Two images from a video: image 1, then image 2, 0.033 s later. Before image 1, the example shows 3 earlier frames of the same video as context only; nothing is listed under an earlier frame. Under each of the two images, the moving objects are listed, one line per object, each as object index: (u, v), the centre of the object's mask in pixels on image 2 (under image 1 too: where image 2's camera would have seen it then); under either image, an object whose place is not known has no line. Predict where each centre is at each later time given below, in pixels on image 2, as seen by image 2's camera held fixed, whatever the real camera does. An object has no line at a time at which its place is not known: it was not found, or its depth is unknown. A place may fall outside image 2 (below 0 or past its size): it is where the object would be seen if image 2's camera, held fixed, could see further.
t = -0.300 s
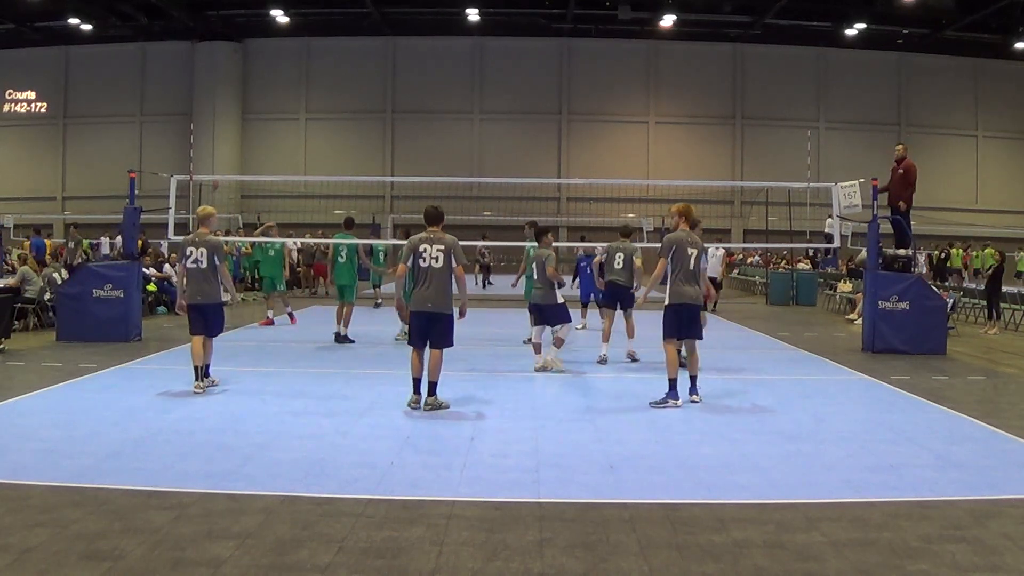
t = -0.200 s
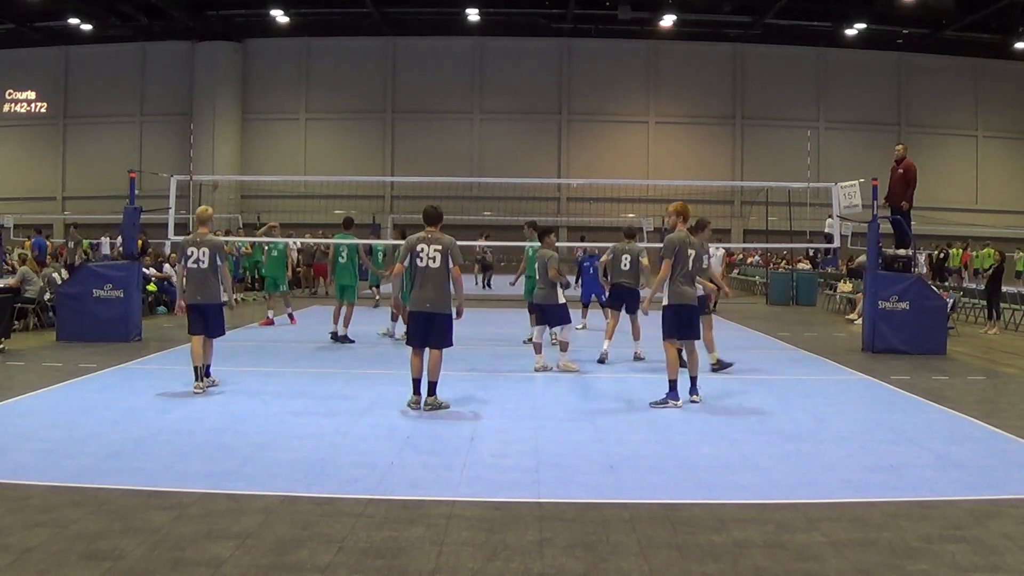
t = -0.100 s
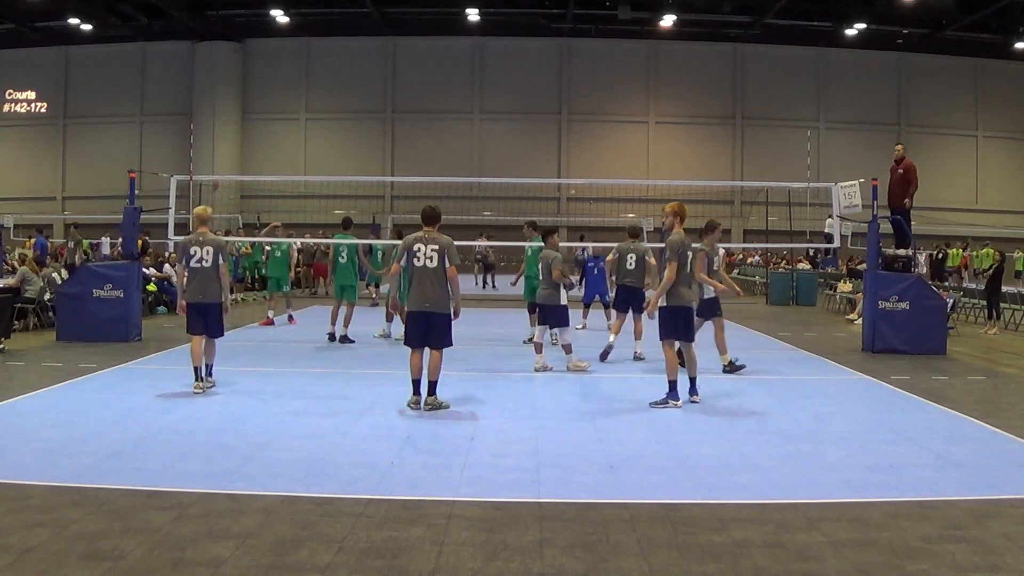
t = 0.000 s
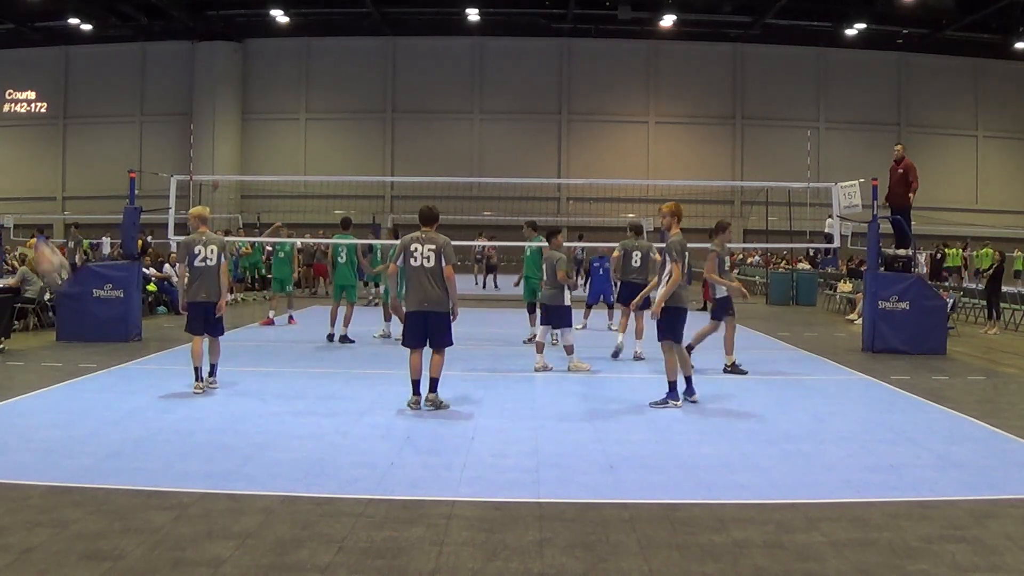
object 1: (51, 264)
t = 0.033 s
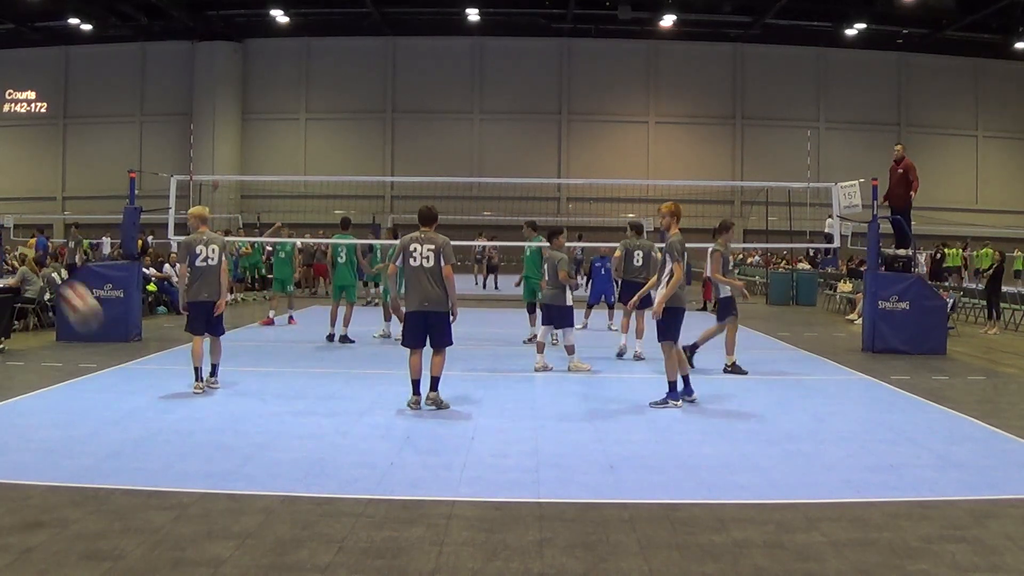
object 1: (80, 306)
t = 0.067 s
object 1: (110, 346)
